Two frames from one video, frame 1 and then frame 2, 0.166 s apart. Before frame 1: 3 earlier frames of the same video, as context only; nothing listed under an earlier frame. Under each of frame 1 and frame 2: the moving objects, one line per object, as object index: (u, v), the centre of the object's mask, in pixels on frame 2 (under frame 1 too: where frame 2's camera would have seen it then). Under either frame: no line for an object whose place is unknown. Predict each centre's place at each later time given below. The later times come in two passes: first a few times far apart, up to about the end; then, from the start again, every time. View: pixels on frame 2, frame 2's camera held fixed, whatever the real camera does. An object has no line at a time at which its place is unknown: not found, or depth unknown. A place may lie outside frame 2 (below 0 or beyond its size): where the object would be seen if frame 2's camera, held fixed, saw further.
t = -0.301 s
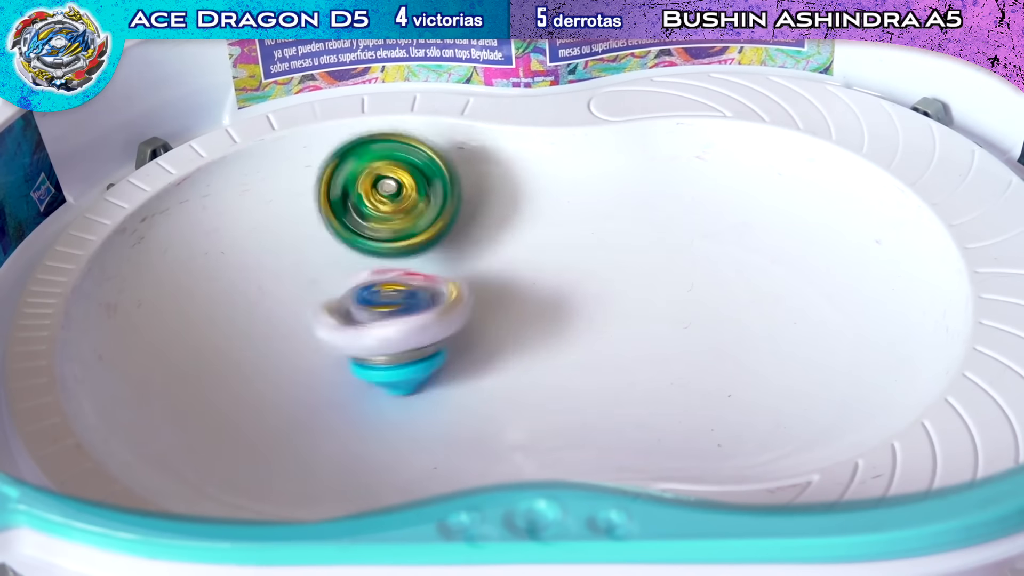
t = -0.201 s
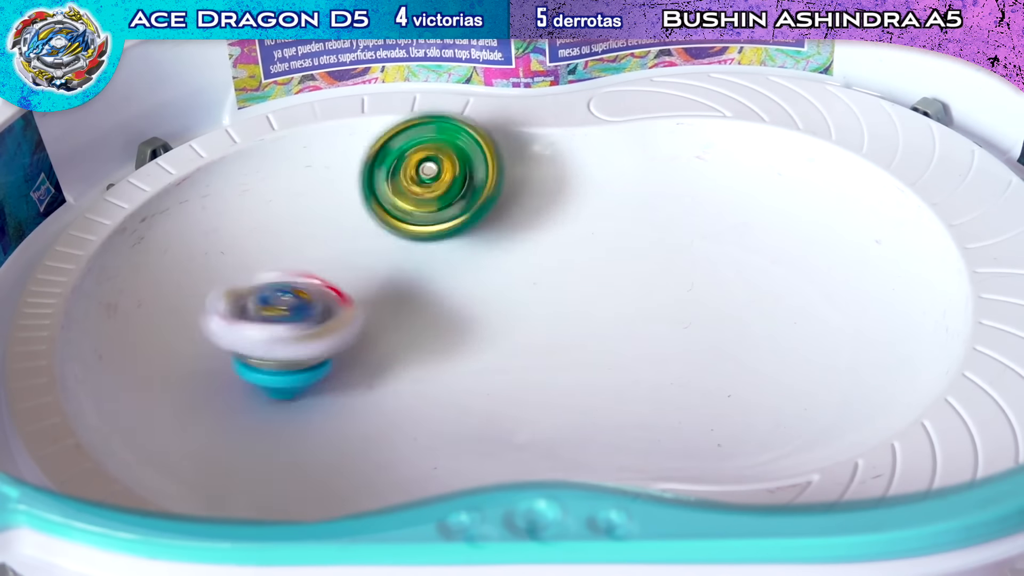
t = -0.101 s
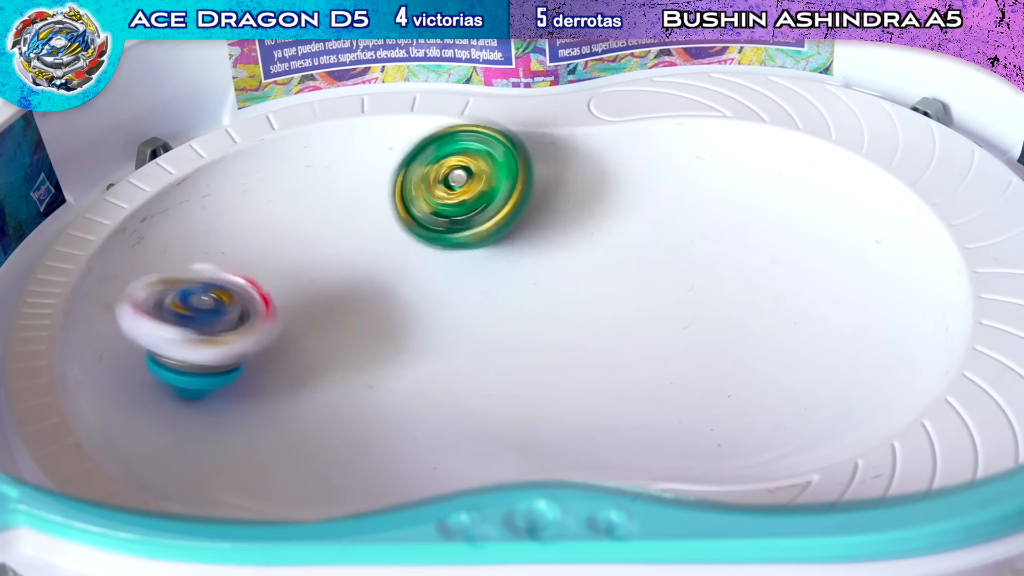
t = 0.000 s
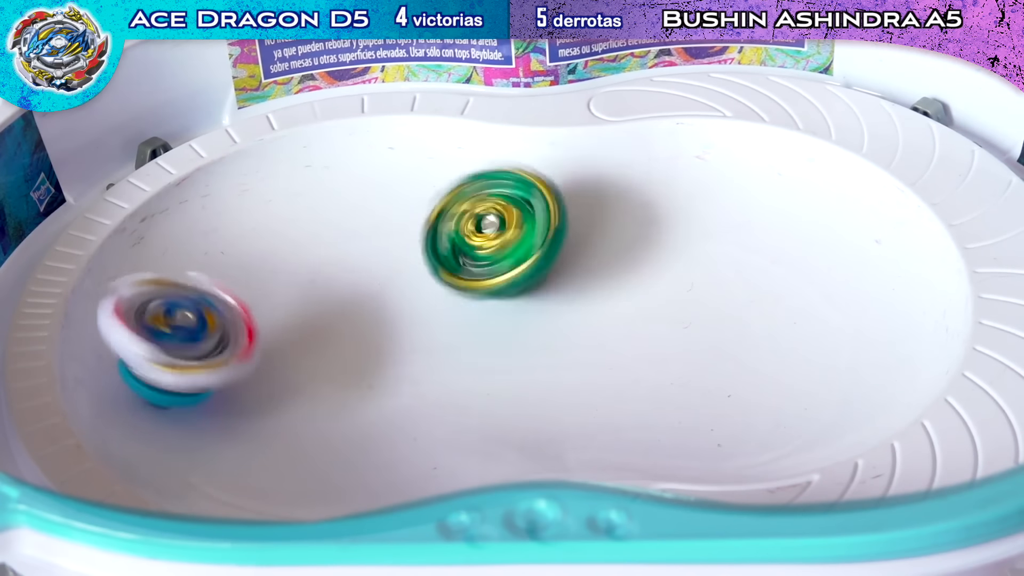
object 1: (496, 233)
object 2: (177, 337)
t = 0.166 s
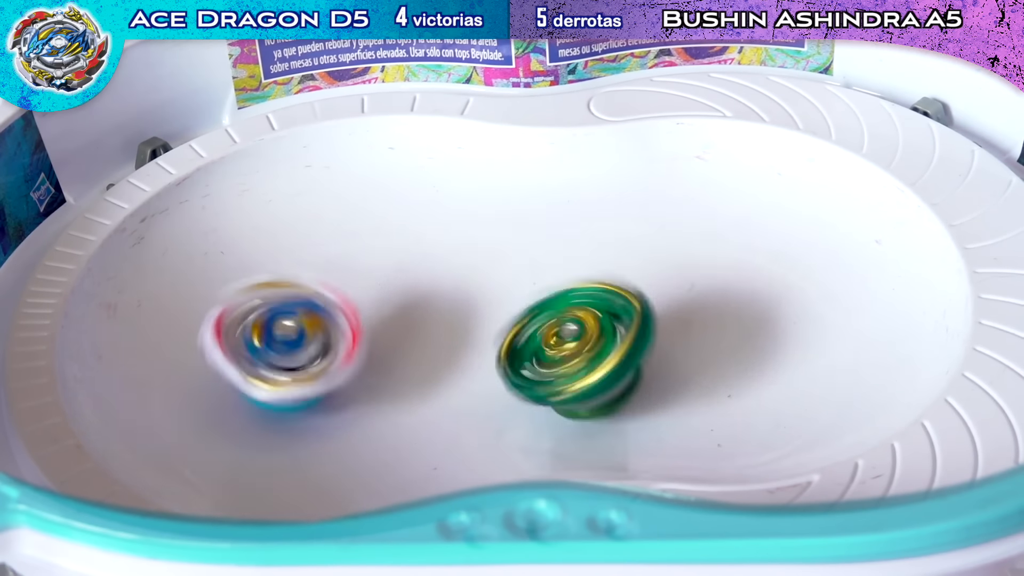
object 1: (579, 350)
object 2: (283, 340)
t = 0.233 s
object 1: (628, 384)
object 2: (349, 324)
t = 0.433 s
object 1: (842, 378)
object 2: (514, 249)
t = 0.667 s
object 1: (782, 266)
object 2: (609, 256)
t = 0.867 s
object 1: (717, 220)
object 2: (499, 276)
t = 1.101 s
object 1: (620, 231)
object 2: (370, 309)
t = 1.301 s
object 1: (540, 276)
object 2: (279, 332)
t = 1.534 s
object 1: (462, 314)
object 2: (290, 344)
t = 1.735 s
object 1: (501, 308)
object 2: (284, 330)
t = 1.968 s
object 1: (546, 303)
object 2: (331, 296)
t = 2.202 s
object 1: (573, 302)
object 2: (426, 265)
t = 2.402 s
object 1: (623, 313)
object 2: (407, 265)
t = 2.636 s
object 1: (681, 326)
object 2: (338, 305)
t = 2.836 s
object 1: (703, 317)
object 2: (317, 346)
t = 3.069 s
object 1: (704, 284)
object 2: (376, 354)
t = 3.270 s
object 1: (695, 257)
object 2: (428, 319)
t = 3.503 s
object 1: (679, 251)
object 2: (462, 282)
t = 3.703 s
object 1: (664, 269)
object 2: (458, 279)
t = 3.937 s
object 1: (626, 294)
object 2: (446, 309)
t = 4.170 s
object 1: (571, 301)
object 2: (400, 331)
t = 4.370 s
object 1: (507, 283)
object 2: (348, 328)
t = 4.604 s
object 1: (484, 257)
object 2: (290, 309)
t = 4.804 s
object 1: (478, 284)
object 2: (306, 292)
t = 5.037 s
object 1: (517, 338)
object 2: (342, 289)
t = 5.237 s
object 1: (535, 351)
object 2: (403, 299)
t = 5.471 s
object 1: (599, 337)
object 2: (399, 315)
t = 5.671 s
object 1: (653, 314)
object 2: (357, 317)
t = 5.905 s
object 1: (700, 289)
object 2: (338, 317)
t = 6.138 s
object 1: (734, 274)
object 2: (374, 318)
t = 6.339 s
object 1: (736, 273)
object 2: (408, 317)
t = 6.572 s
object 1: (706, 276)
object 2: (412, 320)
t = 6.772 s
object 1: (659, 271)
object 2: (389, 313)
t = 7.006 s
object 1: (592, 262)
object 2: (346, 308)
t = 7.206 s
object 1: (521, 262)
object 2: (356, 303)
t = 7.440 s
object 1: (503, 284)
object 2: (329, 302)
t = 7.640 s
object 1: (532, 324)
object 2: (316, 285)
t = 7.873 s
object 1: (539, 345)
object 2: (339, 288)
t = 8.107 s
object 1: (551, 311)
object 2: (353, 339)
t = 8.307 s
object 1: (614, 297)
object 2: (326, 328)
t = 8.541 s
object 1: (654, 319)
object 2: (381, 300)
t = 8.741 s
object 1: (655, 322)
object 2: (464, 293)
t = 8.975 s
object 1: (662, 310)
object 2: (537, 289)
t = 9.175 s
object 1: (677, 308)
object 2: (543, 293)
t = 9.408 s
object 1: (686, 294)
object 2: (488, 316)
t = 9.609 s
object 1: (696, 276)
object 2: (419, 303)
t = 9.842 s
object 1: (703, 275)
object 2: (423, 278)
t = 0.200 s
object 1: (602, 368)
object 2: (318, 336)
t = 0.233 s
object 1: (628, 384)
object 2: (349, 324)
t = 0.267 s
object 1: (661, 396)
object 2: (384, 313)
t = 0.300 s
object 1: (694, 406)
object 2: (412, 296)
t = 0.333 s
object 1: (730, 410)
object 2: (445, 282)
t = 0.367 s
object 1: (774, 405)
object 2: (470, 268)
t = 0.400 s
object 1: (812, 392)
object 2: (495, 259)
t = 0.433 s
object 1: (842, 378)
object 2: (514, 249)
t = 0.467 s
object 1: (858, 358)
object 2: (536, 246)
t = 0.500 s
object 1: (854, 337)
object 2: (555, 243)
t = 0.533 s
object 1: (839, 317)
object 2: (577, 246)
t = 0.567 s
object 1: (817, 301)
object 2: (597, 249)
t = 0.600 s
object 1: (784, 286)
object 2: (621, 255)
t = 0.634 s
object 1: (778, 272)
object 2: (622, 262)
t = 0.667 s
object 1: (782, 266)
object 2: (609, 256)
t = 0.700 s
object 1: (775, 258)
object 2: (593, 259)
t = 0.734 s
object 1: (768, 249)
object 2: (574, 260)
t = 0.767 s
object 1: (755, 239)
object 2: (554, 262)
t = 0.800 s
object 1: (746, 232)
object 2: (537, 266)
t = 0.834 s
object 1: (733, 225)
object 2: (518, 270)
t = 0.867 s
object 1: (717, 220)
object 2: (499, 276)
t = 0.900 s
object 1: (706, 218)
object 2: (482, 280)
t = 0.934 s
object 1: (690, 216)
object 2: (464, 286)
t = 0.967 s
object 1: (677, 217)
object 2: (445, 290)
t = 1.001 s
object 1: (664, 218)
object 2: (428, 296)
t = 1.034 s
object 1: (647, 221)
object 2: (410, 299)
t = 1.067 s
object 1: (636, 226)
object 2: (389, 305)
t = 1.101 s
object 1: (620, 231)
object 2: (370, 309)
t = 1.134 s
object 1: (607, 238)
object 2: (352, 313)
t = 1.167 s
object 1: (594, 244)
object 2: (333, 316)
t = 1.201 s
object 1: (578, 252)
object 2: (315, 322)
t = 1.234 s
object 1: (568, 260)
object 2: (300, 325)
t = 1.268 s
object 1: (552, 268)
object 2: (289, 330)
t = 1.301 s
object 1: (540, 276)
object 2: (279, 332)
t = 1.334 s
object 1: (528, 284)
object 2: (272, 335)
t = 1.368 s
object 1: (514, 291)
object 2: (269, 338)
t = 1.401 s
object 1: (506, 298)
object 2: (268, 340)
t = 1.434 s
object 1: (491, 303)
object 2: (272, 342)
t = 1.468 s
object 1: (479, 309)
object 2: (277, 343)
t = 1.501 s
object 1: (468, 313)
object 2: (288, 345)
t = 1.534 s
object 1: (462, 314)
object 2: (290, 344)
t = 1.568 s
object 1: (467, 315)
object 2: (290, 345)
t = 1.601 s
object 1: (464, 315)
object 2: (293, 343)
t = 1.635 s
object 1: (467, 314)
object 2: (299, 343)
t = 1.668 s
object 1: (479, 311)
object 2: (291, 340)
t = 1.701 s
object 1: (491, 310)
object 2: (287, 335)
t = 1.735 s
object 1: (501, 308)
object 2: (284, 330)
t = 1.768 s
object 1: (510, 307)
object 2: (281, 325)
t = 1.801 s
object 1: (517, 305)
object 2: (284, 321)
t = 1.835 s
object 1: (523, 305)
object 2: (286, 316)
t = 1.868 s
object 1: (531, 304)
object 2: (297, 312)
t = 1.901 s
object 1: (534, 304)
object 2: (306, 308)
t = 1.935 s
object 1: (543, 303)
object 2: (315, 300)
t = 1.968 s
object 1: (546, 303)
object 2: (331, 296)
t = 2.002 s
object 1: (553, 304)
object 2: (341, 290)
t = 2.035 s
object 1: (556, 303)
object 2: (355, 285)
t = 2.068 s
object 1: (562, 303)
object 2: (369, 281)
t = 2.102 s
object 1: (565, 303)
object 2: (384, 277)
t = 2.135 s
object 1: (568, 303)
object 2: (401, 272)
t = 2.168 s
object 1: (571, 302)
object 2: (413, 267)
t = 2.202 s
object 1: (573, 302)
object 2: (426, 265)
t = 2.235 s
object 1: (576, 302)
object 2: (431, 264)
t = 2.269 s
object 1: (580, 302)
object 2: (437, 267)
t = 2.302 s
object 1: (592, 304)
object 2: (436, 266)
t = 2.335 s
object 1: (601, 307)
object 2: (431, 264)
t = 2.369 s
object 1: (614, 310)
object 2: (422, 264)
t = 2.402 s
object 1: (623, 313)
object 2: (407, 265)
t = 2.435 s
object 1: (634, 316)
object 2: (399, 269)
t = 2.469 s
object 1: (642, 318)
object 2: (390, 272)
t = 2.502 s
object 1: (652, 321)
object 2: (377, 278)
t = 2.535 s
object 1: (659, 322)
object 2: (369, 283)
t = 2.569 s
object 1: (668, 325)
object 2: (354, 289)
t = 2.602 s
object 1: (674, 325)
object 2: (343, 299)
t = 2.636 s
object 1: (681, 326)
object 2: (338, 305)
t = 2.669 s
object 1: (686, 325)
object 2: (331, 313)
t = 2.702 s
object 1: (691, 325)
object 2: (325, 320)
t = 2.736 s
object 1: (694, 323)
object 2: (318, 327)
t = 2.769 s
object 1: (698, 322)
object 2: (318, 336)
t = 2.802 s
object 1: (701, 319)
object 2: (318, 341)
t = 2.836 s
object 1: (703, 317)
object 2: (317, 346)
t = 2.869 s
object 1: (704, 312)
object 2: (324, 352)
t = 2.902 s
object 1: (705, 309)
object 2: (327, 355)
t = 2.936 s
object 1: (706, 304)
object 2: (336, 359)
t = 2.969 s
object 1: (706, 300)
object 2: (348, 360)
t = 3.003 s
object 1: (706, 294)
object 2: (354, 358)
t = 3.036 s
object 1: (705, 290)
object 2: (364, 357)
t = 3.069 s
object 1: (704, 284)
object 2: (376, 354)
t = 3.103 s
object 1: (704, 280)
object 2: (386, 349)
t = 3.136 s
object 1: (702, 274)
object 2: (397, 344)
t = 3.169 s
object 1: (701, 270)
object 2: (401, 337)
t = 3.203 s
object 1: (699, 265)
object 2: (409, 334)
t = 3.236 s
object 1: (697, 262)
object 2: (423, 327)
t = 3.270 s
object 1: (695, 257)
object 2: (428, 319)
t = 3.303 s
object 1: (694, 255)
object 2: (432, 315)
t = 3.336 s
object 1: (692, 252)
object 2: (440, 308)
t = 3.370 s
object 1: (689, 251)
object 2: (446, 302)
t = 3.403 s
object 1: (687, 250)
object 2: (452, 297)
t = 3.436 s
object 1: (685, 250)
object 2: (453, 290)
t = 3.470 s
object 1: (682, 249)
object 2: (456, 286)
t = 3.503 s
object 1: (679, 251)
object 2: (462, 282)
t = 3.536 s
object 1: (677, 252)
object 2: (460, 278)
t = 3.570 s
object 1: (674, 256)
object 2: (462, 276)
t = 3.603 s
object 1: (671, 257)
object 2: (460, 276)
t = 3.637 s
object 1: (669, 261)
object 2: (461, 277)
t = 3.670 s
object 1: (666, 264)
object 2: (462, 278)
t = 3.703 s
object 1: (664, 269)
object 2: (458, 279)
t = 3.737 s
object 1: (658, 272)
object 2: (457, 283)
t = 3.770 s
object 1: (654, 277)
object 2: (458, 288)
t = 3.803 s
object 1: (649, 280)
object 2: (455, 290)
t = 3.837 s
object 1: (645, 285)
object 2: (454, 295)
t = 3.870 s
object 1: (639, 288)
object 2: (449, 299)
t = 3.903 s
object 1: (634, 292)
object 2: (447, 304)
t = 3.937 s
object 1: (626, 294)
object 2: (446, 309)
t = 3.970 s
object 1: (620, 298)
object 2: (437, 312)
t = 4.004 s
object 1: (612, 299)
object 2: (432, 319)
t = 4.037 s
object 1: (605, 302)
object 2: (430, 322)
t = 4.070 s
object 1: (596, 301)
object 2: (423, 323)
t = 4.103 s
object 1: (588, 303)
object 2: (414, 328)
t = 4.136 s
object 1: (579, 301)
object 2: (407, 330)
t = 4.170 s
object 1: (571, 301)
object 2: (400, 331)
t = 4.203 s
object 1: (561, 299)
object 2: (392, 332)
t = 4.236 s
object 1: (550, 297)
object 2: (381, 331)
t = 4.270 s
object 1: (538, 294)
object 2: (375, 333)
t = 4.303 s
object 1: (529, 292)
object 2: (367, 331)
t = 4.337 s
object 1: (518, 287)
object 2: (357, 328)
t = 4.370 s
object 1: (507, 283)
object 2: (348, 328)
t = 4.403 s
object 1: (495, 279)
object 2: (344, 326)
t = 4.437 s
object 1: (497, 272)
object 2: (326, 324)
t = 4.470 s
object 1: (493, 267)
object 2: (314, 324)
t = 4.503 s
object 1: (490, 261)
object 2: (306, 320)
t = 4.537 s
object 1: (492, 258)
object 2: (297, 315)
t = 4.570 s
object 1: (487, 256)
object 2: (293, 313)
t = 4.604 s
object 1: (484, 257)
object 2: (290, 309)
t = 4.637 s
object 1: (480, 259)
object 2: (289, 305)
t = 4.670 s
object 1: (477, 262)
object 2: (292, 302)
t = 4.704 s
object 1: (474, 266)
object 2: (295, 299)
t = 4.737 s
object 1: (470, 271)
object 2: (302, 297)
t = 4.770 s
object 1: (471, 277)
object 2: (310, 295)
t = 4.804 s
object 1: (478, 284)
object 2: (306, 292)
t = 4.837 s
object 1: (485, 293)
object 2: (309, 292)
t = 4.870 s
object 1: (490, 300)
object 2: (313, 290)
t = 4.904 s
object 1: (499, 307)
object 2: (314, 289)
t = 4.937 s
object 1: (504, 315)
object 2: (318, 289)
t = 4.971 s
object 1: (510, 324)
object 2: (327, 288)
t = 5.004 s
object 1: (513, 331)
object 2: (338, 288)
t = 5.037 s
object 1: (517, 338)
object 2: (342, 289)
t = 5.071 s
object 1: (521, 344)
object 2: (352, 290)
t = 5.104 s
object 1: (524, 347)
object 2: (366, 292)
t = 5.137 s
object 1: (527, 352)
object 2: (373, 294)
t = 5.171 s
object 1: (531, 352)
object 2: (380, 296)
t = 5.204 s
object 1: (533, 352)
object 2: (395, 298)
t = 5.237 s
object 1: (535, 351)
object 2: (403, 299)
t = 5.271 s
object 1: (541, 350)
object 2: (403, 302)
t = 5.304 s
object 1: (546, 350)
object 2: (409, 305)
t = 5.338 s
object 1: (552, 347)
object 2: (412, 306)
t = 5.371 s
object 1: (562, 345)
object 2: (416, 310)
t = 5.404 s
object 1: (571, 343)
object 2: (409, 311)
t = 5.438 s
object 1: (584, 340)
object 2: (398, 313)
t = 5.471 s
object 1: (599, 337)
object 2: (399, 315)
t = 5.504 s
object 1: (608, 333)
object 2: (394, 315)
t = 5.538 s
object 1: (621, 331)
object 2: (385, 316)
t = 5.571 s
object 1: (629, 328)
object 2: (375, 316)
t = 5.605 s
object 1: (637, 323)
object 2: (369, 321)
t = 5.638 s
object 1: (647, 320)
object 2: (367, 319)
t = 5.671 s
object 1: (653, 314)
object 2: (357, 317)
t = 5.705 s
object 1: (662, 311)
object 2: (348, 319)
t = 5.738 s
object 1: (668, 308)
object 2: (346, 320)
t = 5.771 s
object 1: (674, 302)
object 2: (347, 319)
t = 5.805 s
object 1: (682, 299)
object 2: (341, 318)
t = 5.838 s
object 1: (687, 294)
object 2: (335, 319)
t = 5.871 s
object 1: (696, 291)
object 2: (338, 318)
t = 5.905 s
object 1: (700, 289)
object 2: (338, 317)
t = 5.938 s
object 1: (705, 284)
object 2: (342, 317)
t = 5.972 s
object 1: (713, 283)
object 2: (345, 318)
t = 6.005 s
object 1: (715, 280)
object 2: (350, 319)
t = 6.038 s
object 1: (722, 278)
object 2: (354, 319)
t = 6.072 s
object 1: (727, 278)
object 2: (360, 320)
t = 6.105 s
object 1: (728, 275)
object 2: (369, 318)
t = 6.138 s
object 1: (734, 274)
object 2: (374, 318)
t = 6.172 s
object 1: (736, 274)
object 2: (381, 318)
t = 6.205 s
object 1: (738, 273)
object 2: (387, 317)
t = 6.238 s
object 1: (739, 273)
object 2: (399, 317)
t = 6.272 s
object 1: (738, 272)
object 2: (400, 316)
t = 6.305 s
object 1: (739, 272)
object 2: (403, 318)
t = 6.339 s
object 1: (736, 273)
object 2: (408, 317)
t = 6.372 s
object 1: (734, 273)
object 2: (413, 318)
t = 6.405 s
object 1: (732, 275)
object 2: (413, 318)
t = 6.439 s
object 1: (725, 274)
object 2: (412, 319)
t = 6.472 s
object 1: (722, 275)
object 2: (419, 319)
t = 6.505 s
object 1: (716, 276)
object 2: (416, 318)
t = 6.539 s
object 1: (709, 275)
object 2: (416, 319)
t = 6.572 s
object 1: (706, 276)
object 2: (412, 320)
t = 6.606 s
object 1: (696, 276)
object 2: (415, 320)
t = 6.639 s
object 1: (690, 275)
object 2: (412, 317)
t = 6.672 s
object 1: (684, 275)
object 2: (408, 317)
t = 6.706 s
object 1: (675, 273)
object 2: (401, 315)
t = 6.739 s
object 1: (669, 273)
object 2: (394, 315)
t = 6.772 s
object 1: (659, 271)
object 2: (389, 313)
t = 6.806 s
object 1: (649, 269)
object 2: (381, 313)
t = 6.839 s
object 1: (642, 269)
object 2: (375, 312)
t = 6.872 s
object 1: (630, 266)
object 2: (364, 311)
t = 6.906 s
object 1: (621, 266)
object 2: (360, 311)
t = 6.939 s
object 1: (613, 265)
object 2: (354, 311)
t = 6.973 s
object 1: (601, 262)
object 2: (352, 310)
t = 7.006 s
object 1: (592, 262)
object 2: (346, 308)
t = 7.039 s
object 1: (580, 261)
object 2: (343, 309)
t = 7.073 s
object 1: (569, 260)
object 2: (345, 307)
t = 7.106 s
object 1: (558, 261)
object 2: (348, 307)
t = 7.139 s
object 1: (544, 259)
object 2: (348, 305)
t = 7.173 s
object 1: (533, 261)
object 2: (349, 305)
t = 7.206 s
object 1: (521, 262)
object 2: (356, 303)
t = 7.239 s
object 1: (514, 261)
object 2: (352, 303)
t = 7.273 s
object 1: (516, 264)
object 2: (344, 304)
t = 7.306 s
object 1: (510, 266)
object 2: (338, 309)
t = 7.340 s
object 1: (507, 269)
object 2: (340, 308)
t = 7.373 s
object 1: (508, 274)
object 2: (340, 304)
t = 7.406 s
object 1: (507, 278)
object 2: (336, 302)
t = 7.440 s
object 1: (503, 284)
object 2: (329, 302)
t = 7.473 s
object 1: (501, 291)
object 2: (336, 302)
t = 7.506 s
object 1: (508, 295)
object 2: (333, 299)
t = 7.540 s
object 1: (520, 301)
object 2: (326, 296)
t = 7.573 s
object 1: (526, 310)
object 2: (320, 294)
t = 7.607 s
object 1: (526, 318)
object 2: (316, 289)
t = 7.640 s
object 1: (532, 324)
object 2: (316, 285)
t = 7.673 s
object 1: (538, 330)
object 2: (312, 281)
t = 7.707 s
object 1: (538, 335)
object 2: (308, 279)
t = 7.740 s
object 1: (538, 341)
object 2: (314, 276)
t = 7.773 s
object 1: (540, 345)
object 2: (324, 277)
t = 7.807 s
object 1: (540, 346)
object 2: (331, 279)
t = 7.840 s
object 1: (539, 346)
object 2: (337, 283)
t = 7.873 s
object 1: (539, 345)
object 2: (339, 288)
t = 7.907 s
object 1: (535, 342)
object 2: (348, 291)
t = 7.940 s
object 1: (533, 337)
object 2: (354, 298)
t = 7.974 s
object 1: (533, 333)
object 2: (364, 302)
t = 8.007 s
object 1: (530, 325)
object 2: (372, 312)
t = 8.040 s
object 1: (529, 316)
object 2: (373, 320)
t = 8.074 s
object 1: (545, 313)
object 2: (363, 331)
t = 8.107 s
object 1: (551, 311)
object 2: (353, 339)
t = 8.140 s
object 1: (555, 303)
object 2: (339, 338)
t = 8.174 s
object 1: (569, 297)
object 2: (333, 337)
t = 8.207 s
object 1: (585, 295)
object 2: (325, 337)
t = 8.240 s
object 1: (597, 295)
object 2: (321, 336)
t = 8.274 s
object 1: (605, 296)
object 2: (322, 331)
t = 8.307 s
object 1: (614, 297)
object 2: (326, 328)
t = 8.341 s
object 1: (624, 298)
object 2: (329, 324)
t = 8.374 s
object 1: (632, 300)
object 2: (334, 319)
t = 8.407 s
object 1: (638, 304)
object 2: (340, 316)
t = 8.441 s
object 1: (644, 308)
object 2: (347, 314)
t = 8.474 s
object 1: (647, 311)
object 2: (355, 308)
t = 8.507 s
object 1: (651, 315)
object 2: (368, 304)
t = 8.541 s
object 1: (654, 319)
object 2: (381, 300)
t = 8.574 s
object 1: (657, 321)
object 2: (393, 297)
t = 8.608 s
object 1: (656, 322)
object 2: (408, 293)
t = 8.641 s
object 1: (655, 324)
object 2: (423, 291)
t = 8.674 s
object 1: (656, 325)
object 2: (438, 291)
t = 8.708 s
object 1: (656, 323)
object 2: (451, 292)
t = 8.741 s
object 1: (655, 322)
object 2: (464, 293)
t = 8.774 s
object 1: (653, 319)
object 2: (479, 293)
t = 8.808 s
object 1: (652, 314)
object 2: (493, 294)
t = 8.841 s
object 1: (650, 309)
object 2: (505, 294)
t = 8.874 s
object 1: (658, 309)
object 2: (516, 293)
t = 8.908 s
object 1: (659, 310)
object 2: (524, 292)
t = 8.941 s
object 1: (659, 309)
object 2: (530, 290)
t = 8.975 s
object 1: (662, 310)
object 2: (537, 289)
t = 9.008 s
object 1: (669, 311)
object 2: (544, 288)
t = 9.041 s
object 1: (676, 311)
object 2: (548, 288)
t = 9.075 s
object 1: (681, 309)
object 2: (549, 288)
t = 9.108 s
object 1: (681, 309)
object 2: (548, 289)
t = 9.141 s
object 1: (678, 309)
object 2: (546, 291)
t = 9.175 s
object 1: (677, 308)
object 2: (543, 293)
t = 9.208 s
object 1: (681, 307)
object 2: (541, 296)
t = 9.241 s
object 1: (684, 307)
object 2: (536, 298)
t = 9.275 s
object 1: (688, 305)
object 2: (529, 299)
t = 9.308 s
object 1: (689, 302)
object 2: (520, 302)
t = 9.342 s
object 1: (688, 298)
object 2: (511, 307)
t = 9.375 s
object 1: (684, 295)
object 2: (501, 311)
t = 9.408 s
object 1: (686, 294)
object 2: (488, 316)
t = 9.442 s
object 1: (690, 291)
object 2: (474, 318)
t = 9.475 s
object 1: (696, 287)
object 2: (460, 319)
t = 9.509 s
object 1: (698, 285)
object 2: (446, 318)
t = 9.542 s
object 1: (697, 282)
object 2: (434, 314)
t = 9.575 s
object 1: (695, 278)
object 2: (425, 309)
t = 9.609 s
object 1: (696, 276)
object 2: (419, 303)
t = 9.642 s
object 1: (699, 275)
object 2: (415, 297)
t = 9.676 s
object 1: (704, 274)
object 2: (414, 290)
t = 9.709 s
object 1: (707, 273)
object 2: (415, 285)
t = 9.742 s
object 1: (708, 273)
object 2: (418, 281)
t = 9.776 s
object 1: (705, 273)
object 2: (422, 278)
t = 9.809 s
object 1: (702, 274)
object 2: (423, 277)
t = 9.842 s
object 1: (703, 275)
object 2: (423, 278)
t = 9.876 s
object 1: (705, 276)
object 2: (421, 280)
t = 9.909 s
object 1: (706, 277)
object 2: (418, 284)
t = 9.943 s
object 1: (704, 278)
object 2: (417, 288)
